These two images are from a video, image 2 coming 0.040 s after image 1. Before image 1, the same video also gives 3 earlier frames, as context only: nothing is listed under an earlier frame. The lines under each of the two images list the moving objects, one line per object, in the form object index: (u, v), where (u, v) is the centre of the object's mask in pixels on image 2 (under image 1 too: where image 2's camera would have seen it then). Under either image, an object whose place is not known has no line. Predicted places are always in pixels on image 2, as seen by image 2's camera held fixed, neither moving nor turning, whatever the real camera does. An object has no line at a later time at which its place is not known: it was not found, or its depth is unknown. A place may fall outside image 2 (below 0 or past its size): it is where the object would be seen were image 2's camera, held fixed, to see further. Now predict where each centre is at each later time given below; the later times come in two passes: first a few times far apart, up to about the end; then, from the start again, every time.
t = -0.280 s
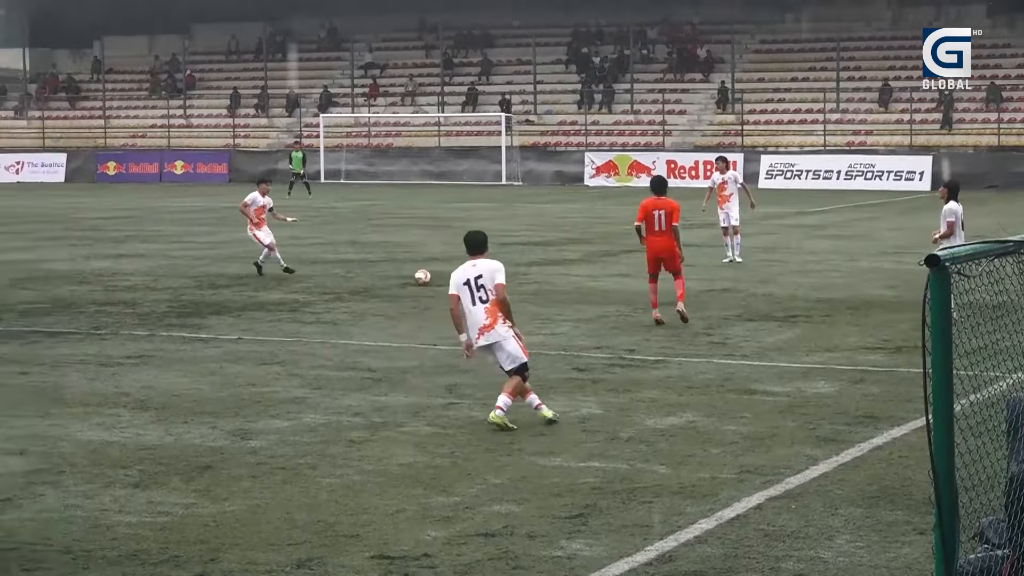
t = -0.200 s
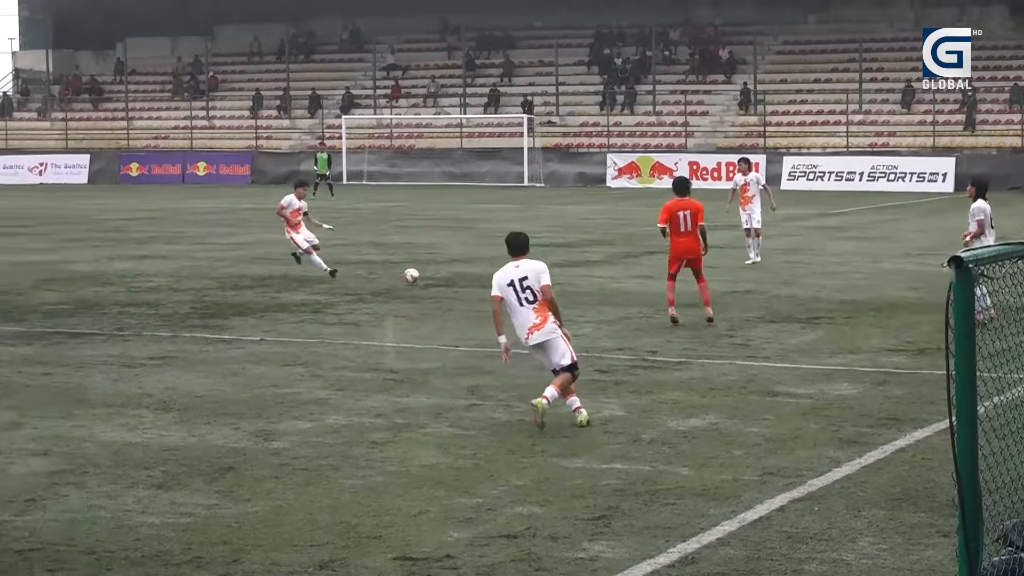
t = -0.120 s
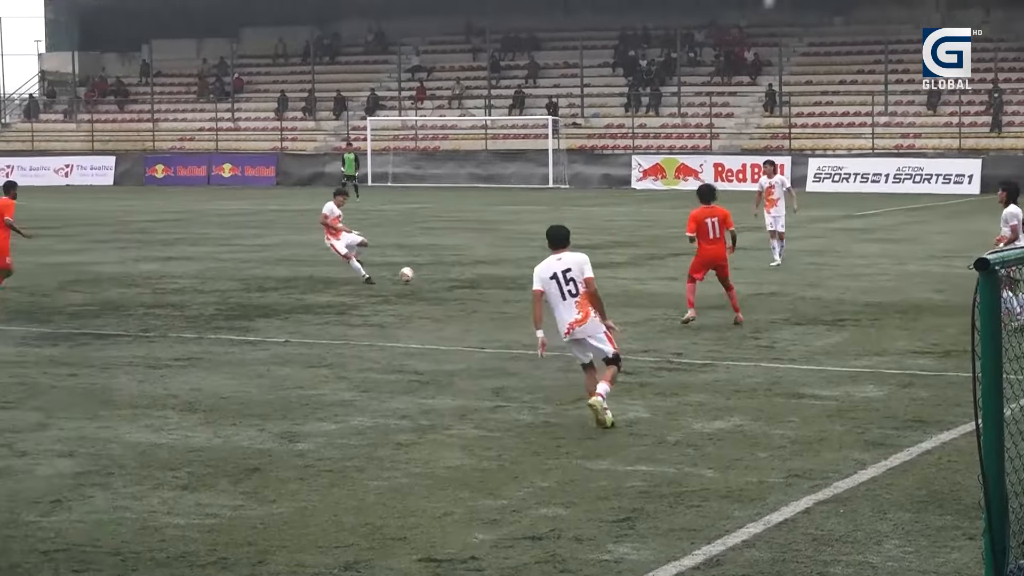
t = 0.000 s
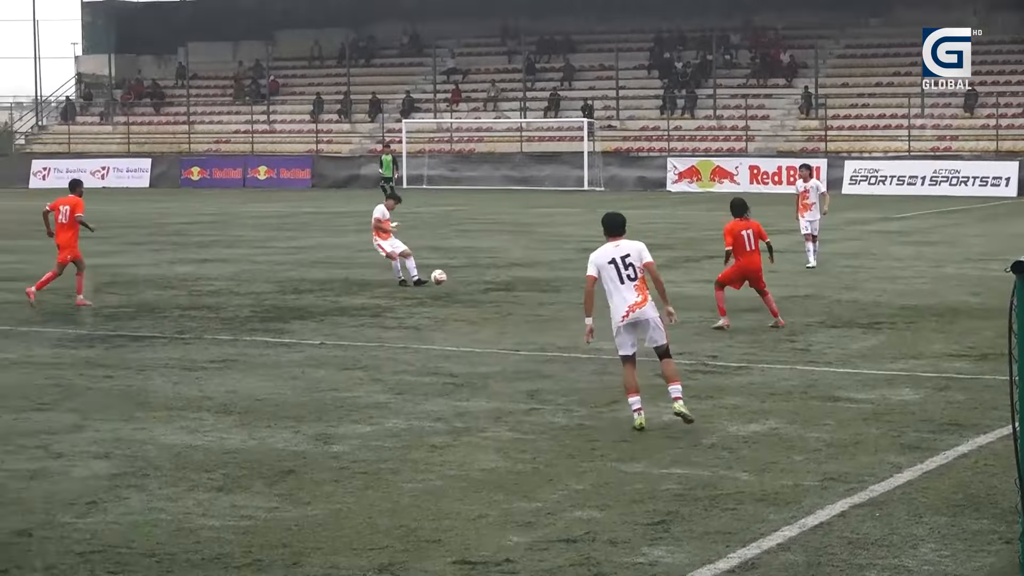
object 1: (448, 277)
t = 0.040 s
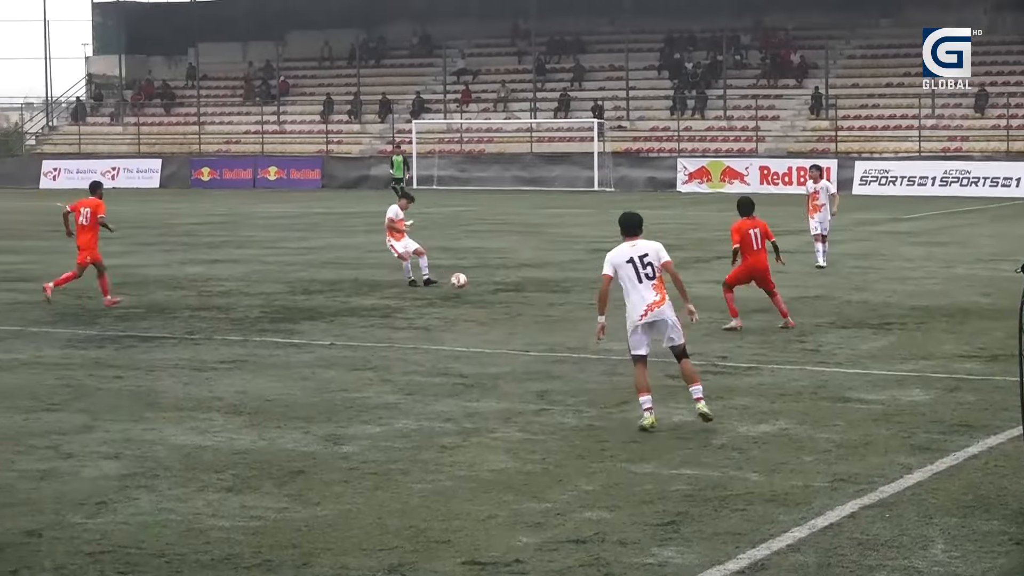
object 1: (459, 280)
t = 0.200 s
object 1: (499, 298)
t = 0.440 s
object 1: (554, 325)
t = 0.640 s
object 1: (596, 347)
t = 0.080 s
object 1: (469, 284)
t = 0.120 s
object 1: (479, 290)
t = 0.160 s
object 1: (489, 297)
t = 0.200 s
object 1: (499, 298)
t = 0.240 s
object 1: (509, 299)
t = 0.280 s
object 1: (518, 301)
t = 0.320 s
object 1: (527, 304)
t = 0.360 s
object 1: (536, 310)
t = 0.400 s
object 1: (545, 316)
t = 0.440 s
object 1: (554, 325)
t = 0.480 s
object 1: (562, 327)
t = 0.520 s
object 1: (571, 329)
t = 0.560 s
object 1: (580, 333)
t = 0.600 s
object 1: (588, 339)
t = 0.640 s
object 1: (596, 347)
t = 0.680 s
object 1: (604, 350)
